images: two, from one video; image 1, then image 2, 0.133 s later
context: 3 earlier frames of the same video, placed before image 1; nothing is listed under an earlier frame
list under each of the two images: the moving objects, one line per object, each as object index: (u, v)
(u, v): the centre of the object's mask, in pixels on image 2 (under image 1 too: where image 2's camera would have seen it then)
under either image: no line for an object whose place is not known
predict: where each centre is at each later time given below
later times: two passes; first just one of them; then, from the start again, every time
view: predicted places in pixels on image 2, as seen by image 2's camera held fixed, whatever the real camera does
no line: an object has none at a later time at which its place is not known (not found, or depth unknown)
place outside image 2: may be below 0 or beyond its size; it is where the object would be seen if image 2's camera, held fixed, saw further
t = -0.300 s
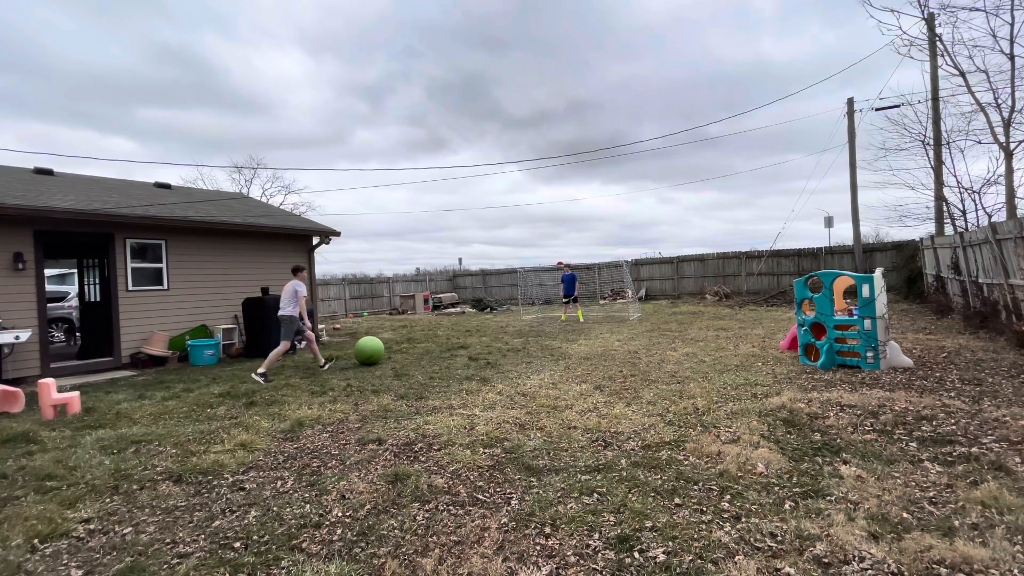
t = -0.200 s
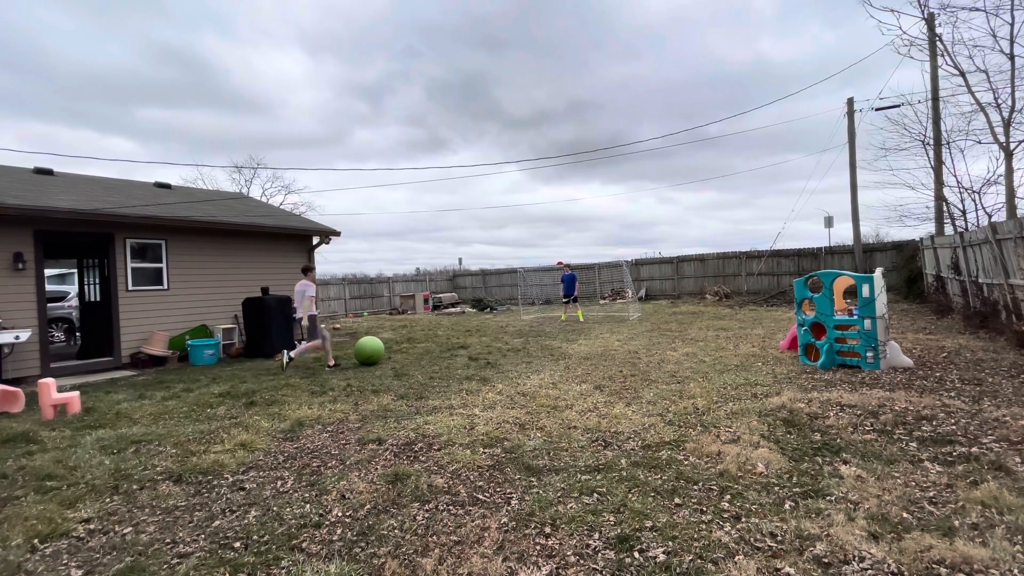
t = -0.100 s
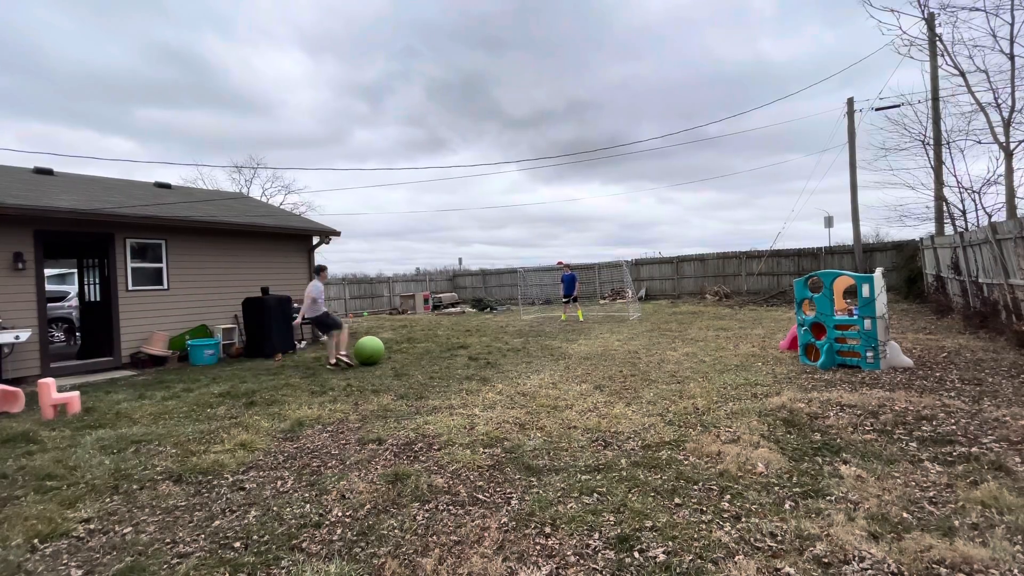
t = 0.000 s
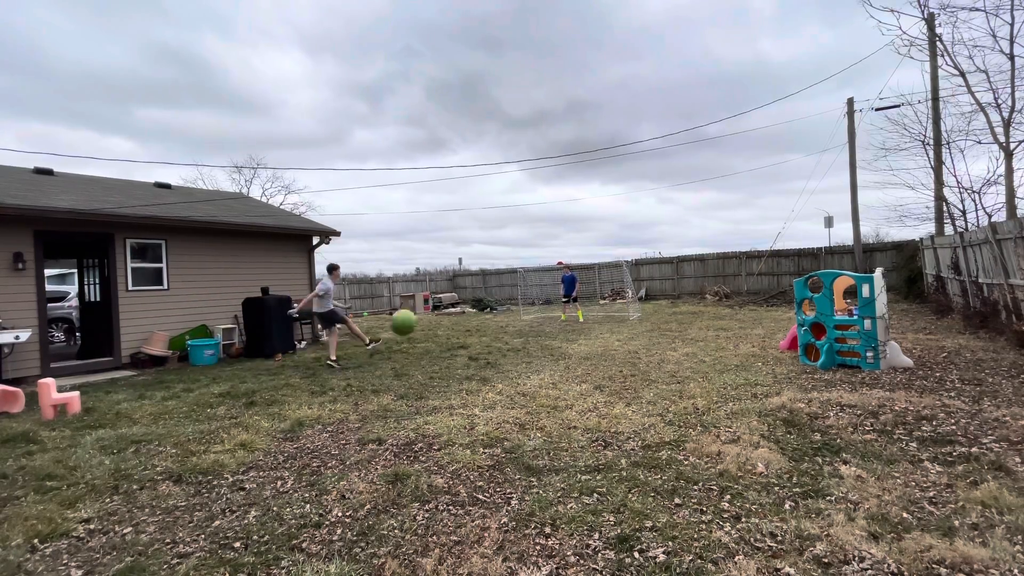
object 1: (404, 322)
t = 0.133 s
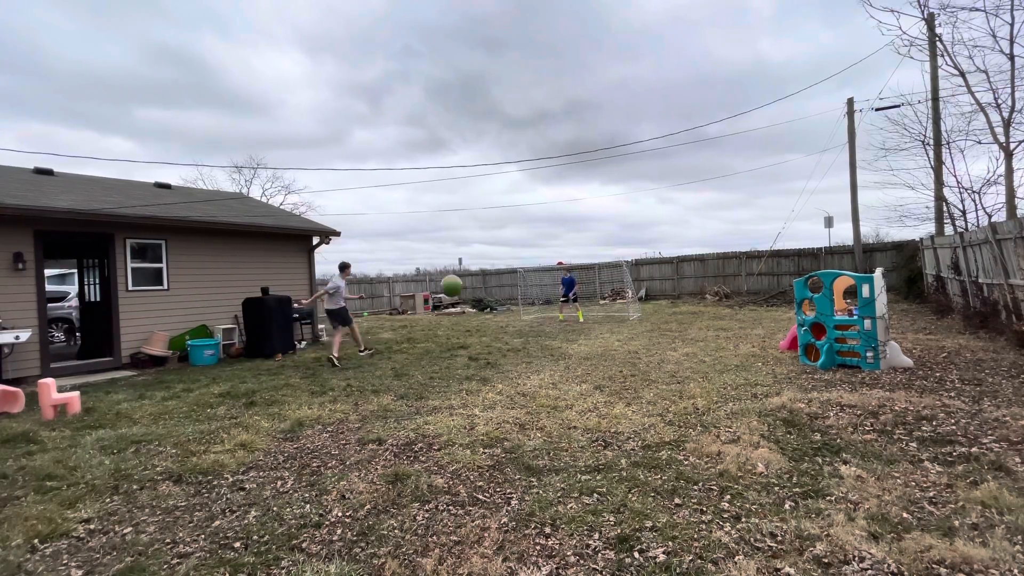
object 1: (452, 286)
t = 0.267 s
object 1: (485, 268)
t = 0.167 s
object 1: (461, 280)
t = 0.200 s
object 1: (470, 276)
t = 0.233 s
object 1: (478, 271)
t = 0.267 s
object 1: (485, 268)
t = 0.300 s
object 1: (491, 266)
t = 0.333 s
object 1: (497, 264)
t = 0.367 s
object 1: (502, 264)
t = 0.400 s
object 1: (508, 263)
